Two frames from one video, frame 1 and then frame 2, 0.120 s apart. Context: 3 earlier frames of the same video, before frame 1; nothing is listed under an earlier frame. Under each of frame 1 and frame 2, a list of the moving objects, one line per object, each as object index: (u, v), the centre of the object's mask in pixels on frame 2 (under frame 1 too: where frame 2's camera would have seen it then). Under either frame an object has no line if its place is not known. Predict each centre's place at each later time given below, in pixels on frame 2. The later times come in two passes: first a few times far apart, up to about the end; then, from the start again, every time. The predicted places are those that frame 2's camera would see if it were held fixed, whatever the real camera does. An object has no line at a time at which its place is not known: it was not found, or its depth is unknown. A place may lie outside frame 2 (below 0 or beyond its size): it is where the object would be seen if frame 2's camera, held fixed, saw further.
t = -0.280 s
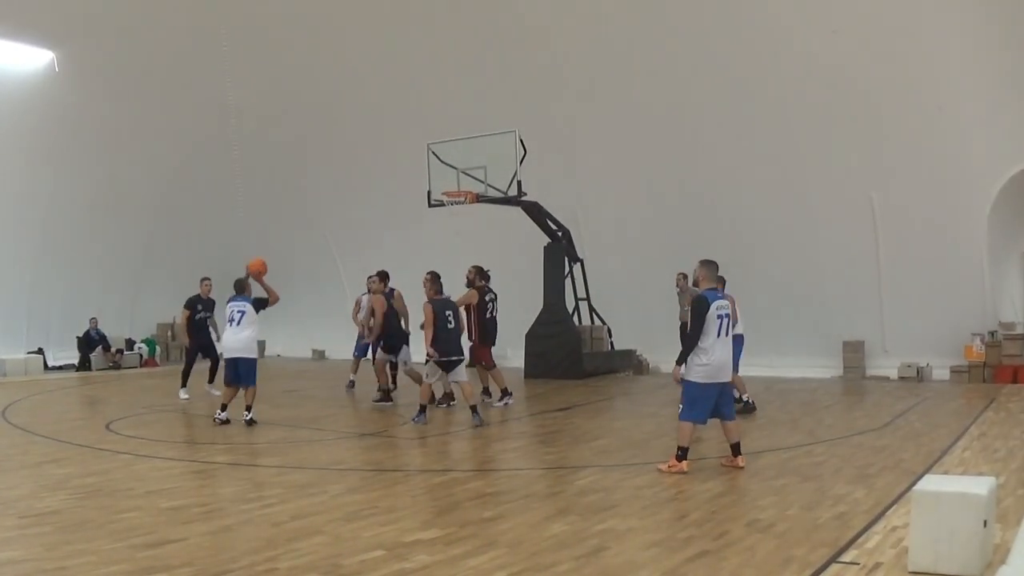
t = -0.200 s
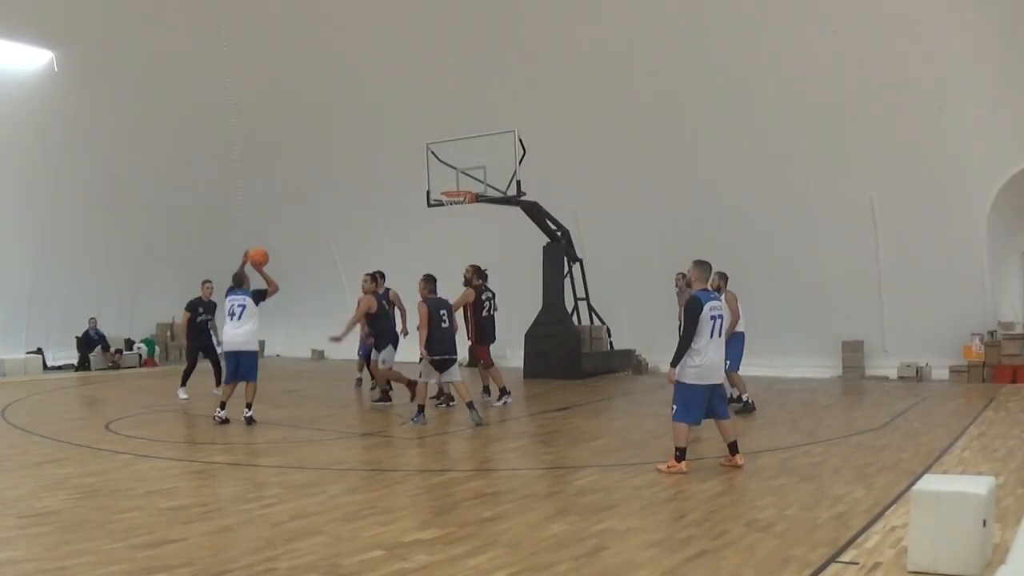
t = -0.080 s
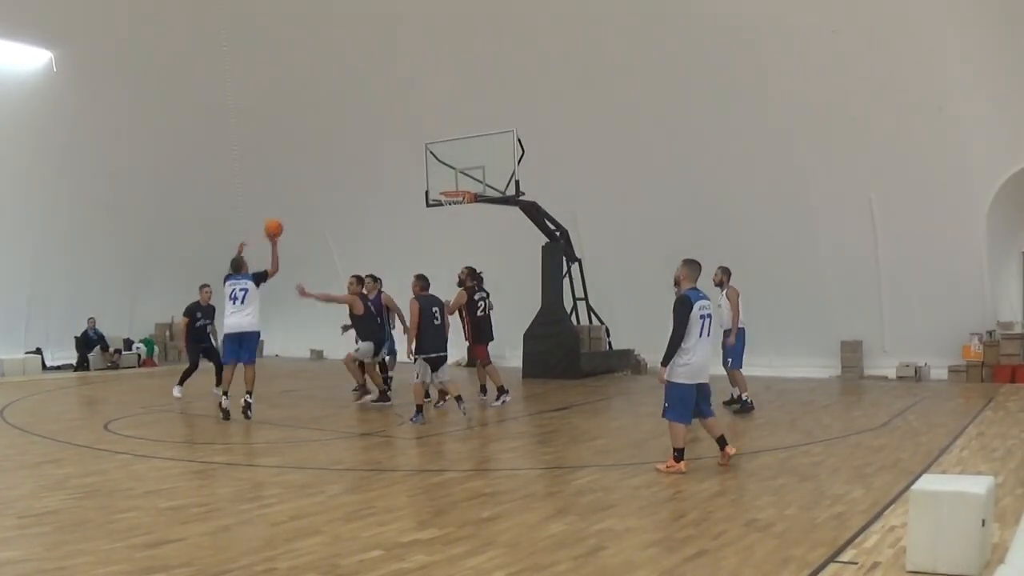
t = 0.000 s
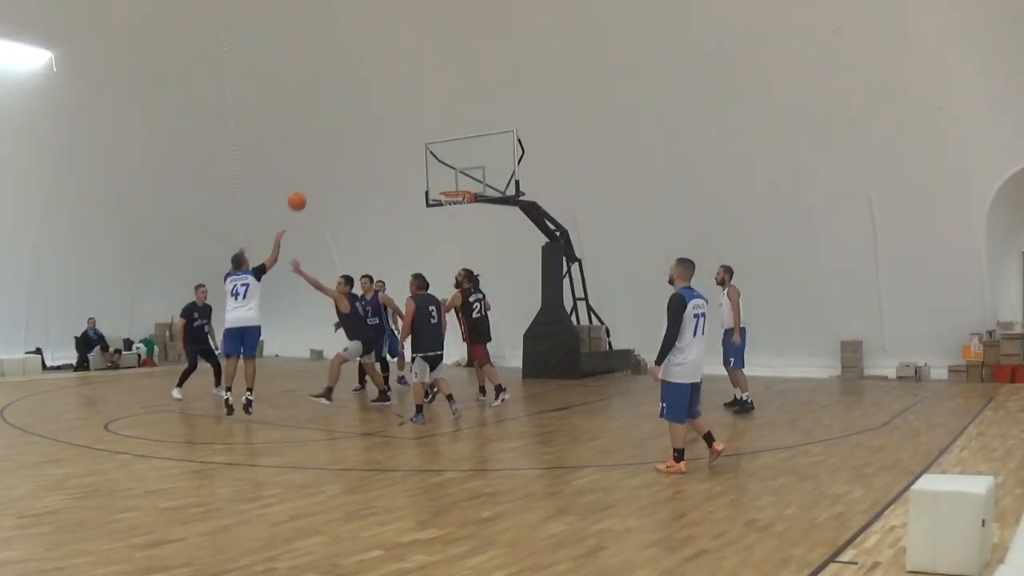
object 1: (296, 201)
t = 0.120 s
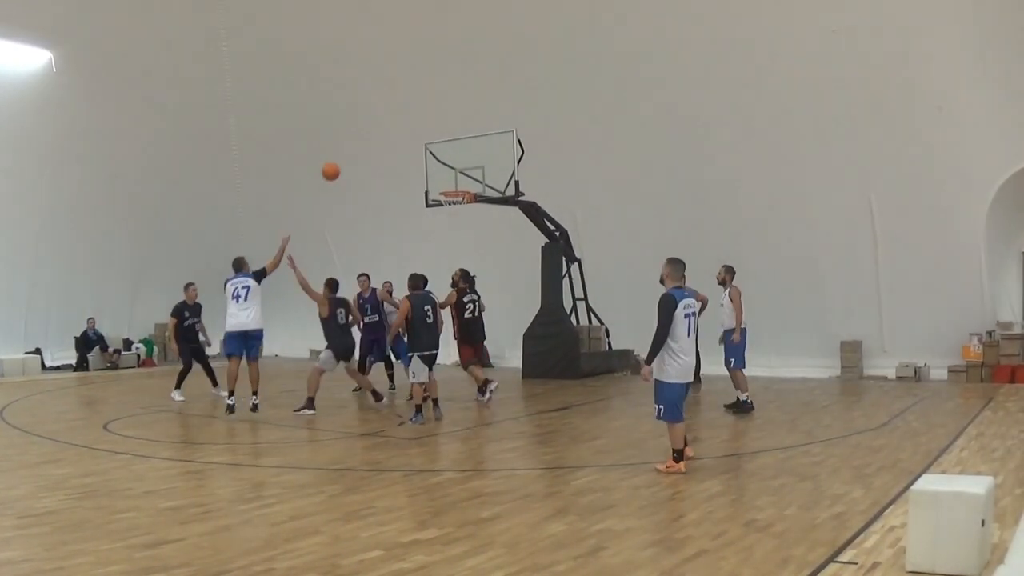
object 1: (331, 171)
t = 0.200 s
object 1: (352, 158)
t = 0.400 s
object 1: (400, 147)
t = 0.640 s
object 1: (453, 169)
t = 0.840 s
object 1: (484, 174)
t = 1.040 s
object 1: (480, 166)
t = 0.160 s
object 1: (341, 164)
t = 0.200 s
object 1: (352, 158)
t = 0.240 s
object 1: (362, 154)
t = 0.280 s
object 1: (372, 150)
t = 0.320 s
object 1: (381, 148)
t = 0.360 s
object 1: (391, 147)
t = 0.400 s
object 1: (400, 147)
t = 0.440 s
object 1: (410, 148)
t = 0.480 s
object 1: (418, 150)
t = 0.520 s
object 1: (427, 154)
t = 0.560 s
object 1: (436, 158)
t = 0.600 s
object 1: (444, 163)
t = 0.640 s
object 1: (453, 169)
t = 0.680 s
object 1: (461, 176)
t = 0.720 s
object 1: (469, 184)
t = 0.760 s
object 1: (474, 181)
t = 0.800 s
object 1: (480, 177)
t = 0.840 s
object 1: (484, 174)
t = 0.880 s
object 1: (483, 170)
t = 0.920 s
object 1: (482, 168)
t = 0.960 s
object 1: (482, 166)
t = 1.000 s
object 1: (481, 165)
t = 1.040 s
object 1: (480, 166)
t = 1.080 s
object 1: (479, 167)
